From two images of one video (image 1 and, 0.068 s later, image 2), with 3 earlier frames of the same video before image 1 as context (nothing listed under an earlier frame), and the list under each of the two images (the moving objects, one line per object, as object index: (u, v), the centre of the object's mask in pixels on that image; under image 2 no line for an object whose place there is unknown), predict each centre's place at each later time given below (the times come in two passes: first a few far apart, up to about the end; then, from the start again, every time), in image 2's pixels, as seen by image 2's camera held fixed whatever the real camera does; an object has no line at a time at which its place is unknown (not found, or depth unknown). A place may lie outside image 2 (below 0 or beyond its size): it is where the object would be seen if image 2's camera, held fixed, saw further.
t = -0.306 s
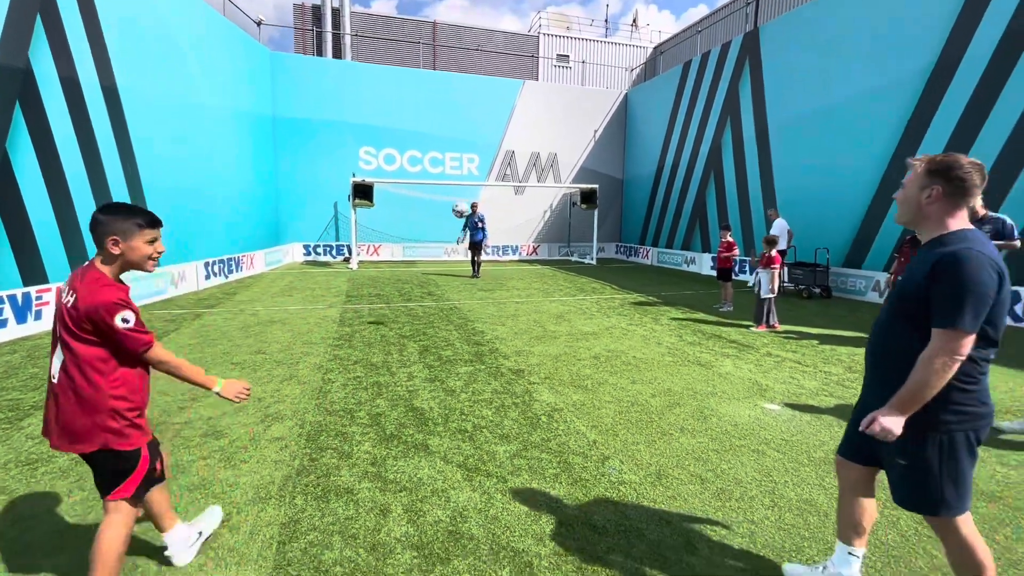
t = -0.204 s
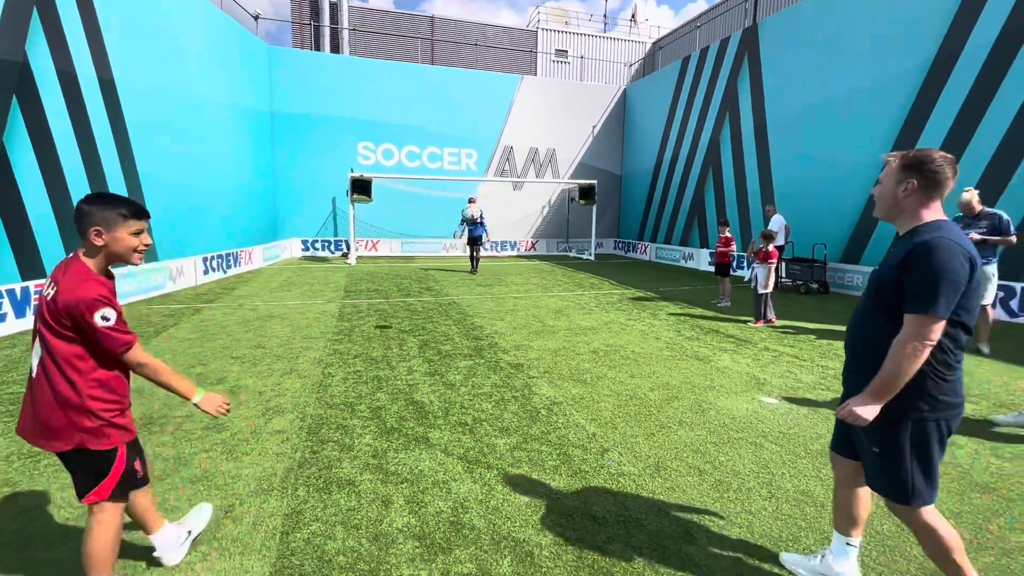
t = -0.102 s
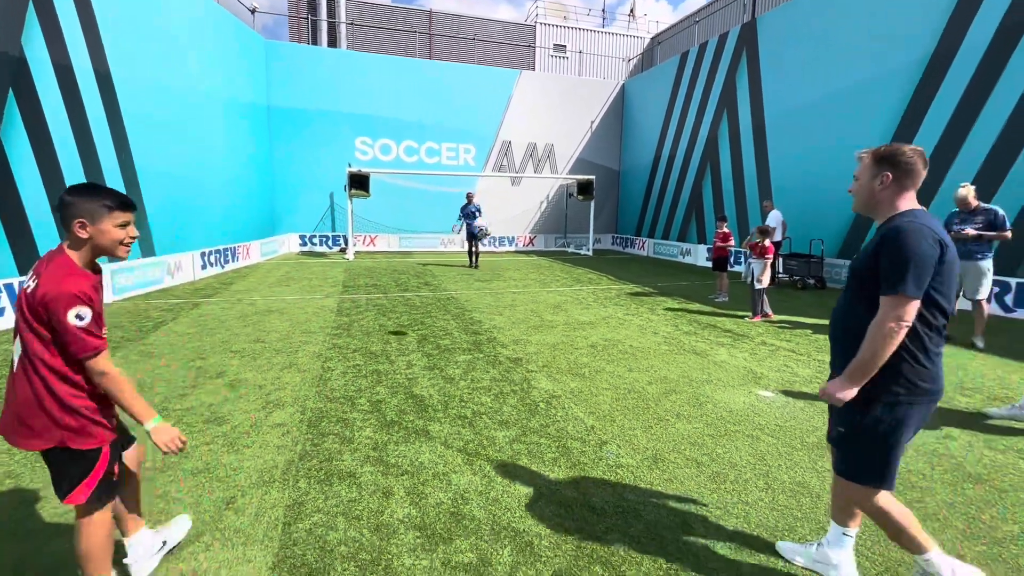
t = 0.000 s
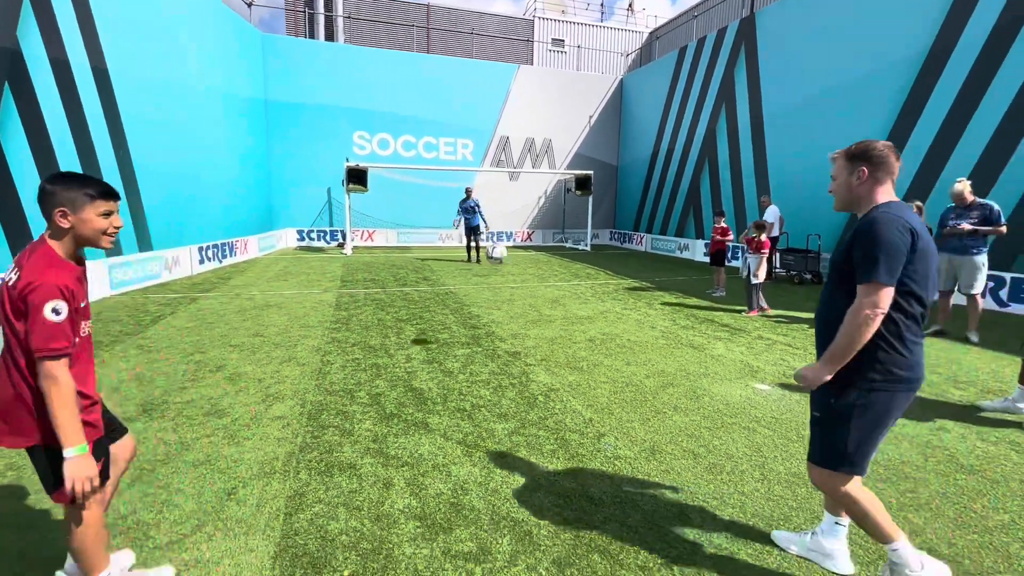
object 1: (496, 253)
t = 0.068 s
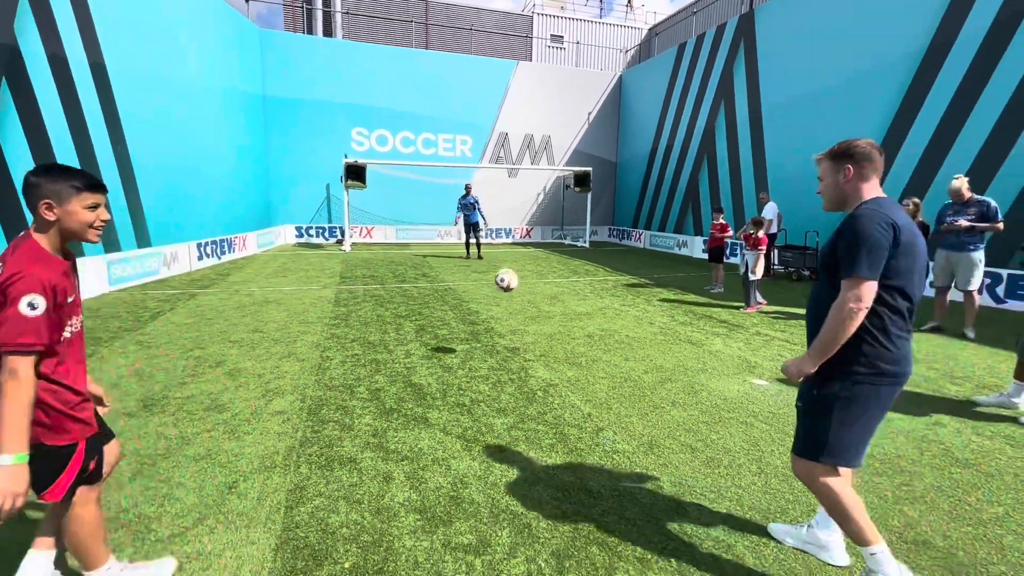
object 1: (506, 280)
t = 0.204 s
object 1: (532, 370)
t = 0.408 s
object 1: (591, 333)
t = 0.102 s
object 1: (513, 299)
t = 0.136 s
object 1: (518, 320)
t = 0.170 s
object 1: (525, 343)
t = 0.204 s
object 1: (532, 370)
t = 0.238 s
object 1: (539, 377)
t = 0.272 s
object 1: (548, 367)
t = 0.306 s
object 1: (558, 356)
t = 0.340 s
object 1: (568, 348)
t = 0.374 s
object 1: (580, 340)
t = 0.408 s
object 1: (591, 333)
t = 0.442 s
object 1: (605, 326)
